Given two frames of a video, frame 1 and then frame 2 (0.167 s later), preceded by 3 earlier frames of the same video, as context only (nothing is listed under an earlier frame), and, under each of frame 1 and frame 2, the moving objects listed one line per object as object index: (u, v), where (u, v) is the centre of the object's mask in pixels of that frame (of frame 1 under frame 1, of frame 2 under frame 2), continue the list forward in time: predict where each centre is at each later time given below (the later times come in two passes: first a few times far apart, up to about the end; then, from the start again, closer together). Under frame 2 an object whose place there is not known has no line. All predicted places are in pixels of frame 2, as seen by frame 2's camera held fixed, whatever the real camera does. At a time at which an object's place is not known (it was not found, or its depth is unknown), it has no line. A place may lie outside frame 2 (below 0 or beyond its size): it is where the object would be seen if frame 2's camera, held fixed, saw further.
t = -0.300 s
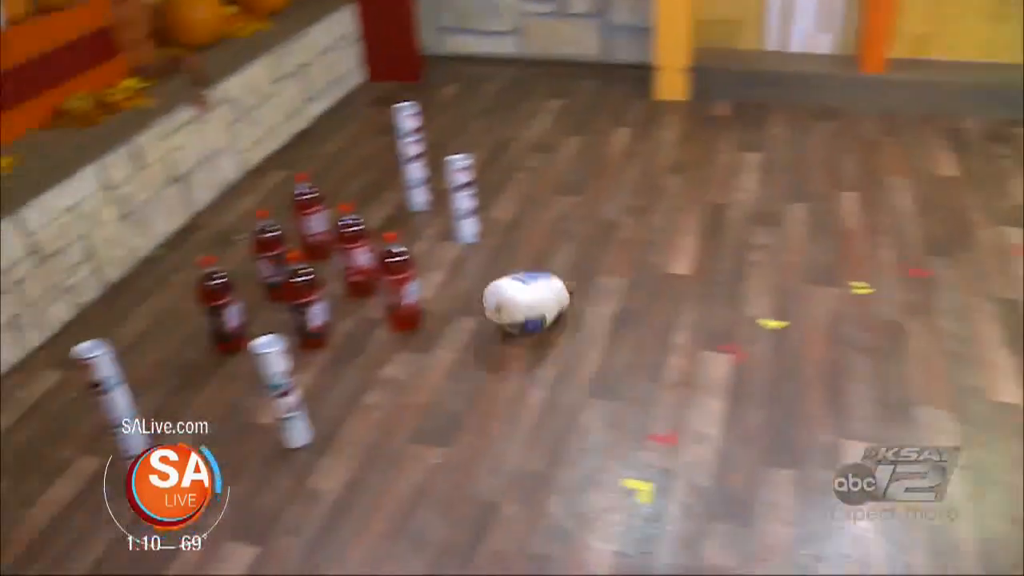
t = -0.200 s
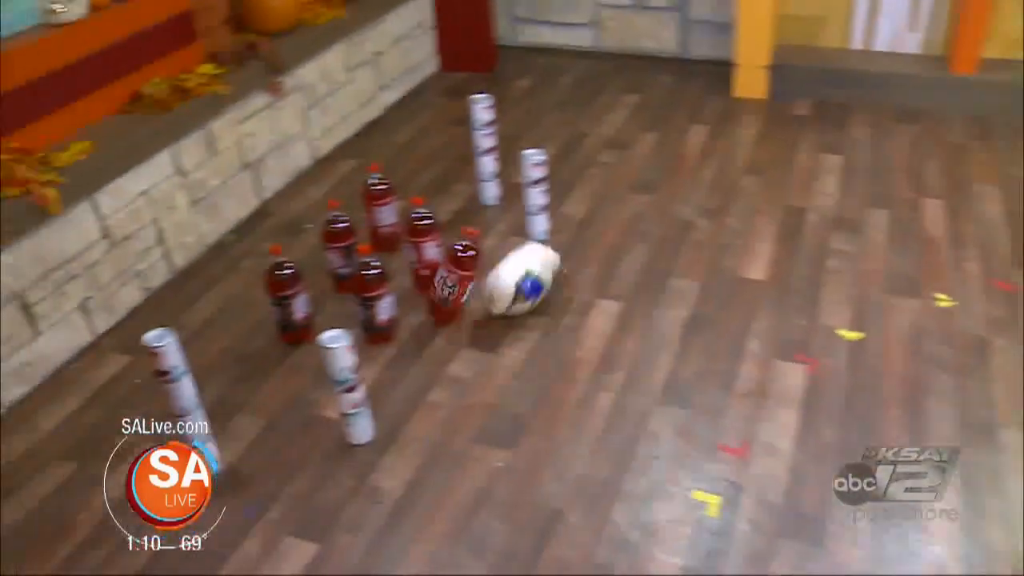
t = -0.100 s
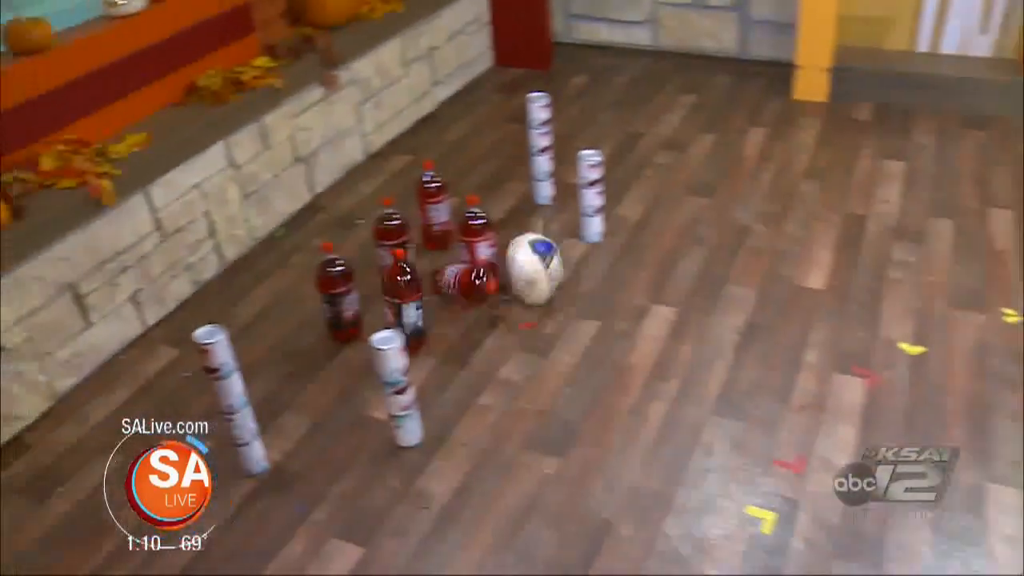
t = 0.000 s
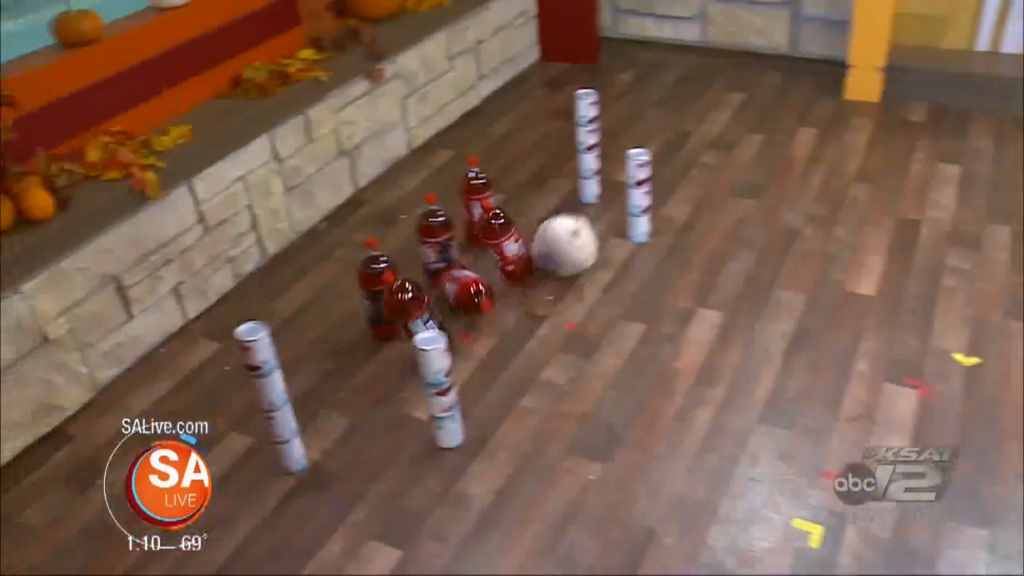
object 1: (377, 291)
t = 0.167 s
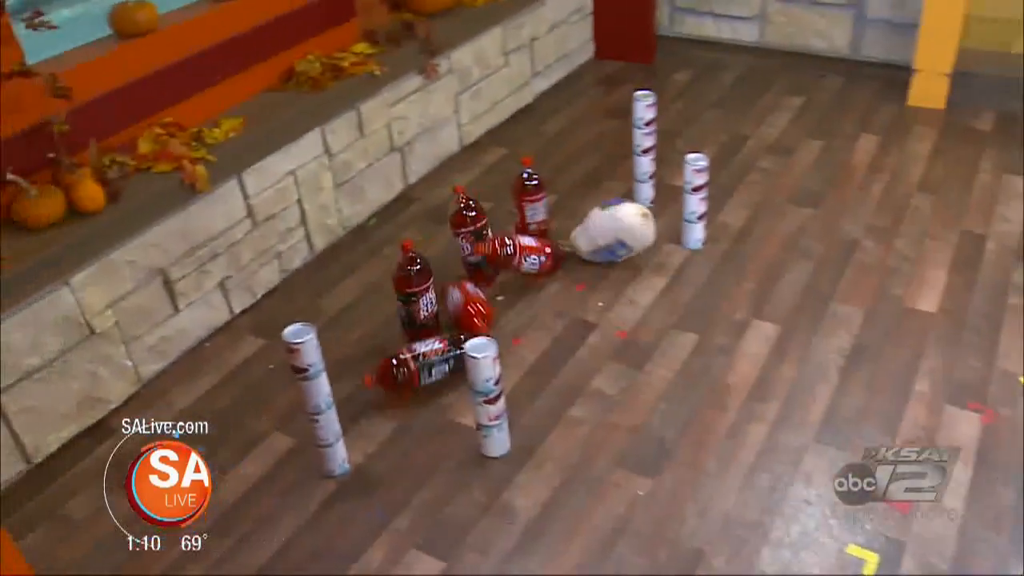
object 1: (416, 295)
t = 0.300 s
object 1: (390, 294)
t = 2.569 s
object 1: (371, 301)
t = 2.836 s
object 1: (371, 301)
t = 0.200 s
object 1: (408, 293)
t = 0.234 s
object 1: (400, 292)
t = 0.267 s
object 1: (394, 292)
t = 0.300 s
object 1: (390, 294)
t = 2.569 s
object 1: (371, 301)
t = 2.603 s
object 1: (371, 300)
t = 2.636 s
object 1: (371, 301)
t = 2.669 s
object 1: (371, 301)
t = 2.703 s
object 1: (371, 300)
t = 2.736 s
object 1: (370, 300)
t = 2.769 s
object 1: (371, 301)
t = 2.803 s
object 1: (370, 300)
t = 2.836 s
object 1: (371, 301)
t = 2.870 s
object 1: (371, 301)
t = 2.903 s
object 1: (370, 300)
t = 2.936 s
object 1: (370, 300)
